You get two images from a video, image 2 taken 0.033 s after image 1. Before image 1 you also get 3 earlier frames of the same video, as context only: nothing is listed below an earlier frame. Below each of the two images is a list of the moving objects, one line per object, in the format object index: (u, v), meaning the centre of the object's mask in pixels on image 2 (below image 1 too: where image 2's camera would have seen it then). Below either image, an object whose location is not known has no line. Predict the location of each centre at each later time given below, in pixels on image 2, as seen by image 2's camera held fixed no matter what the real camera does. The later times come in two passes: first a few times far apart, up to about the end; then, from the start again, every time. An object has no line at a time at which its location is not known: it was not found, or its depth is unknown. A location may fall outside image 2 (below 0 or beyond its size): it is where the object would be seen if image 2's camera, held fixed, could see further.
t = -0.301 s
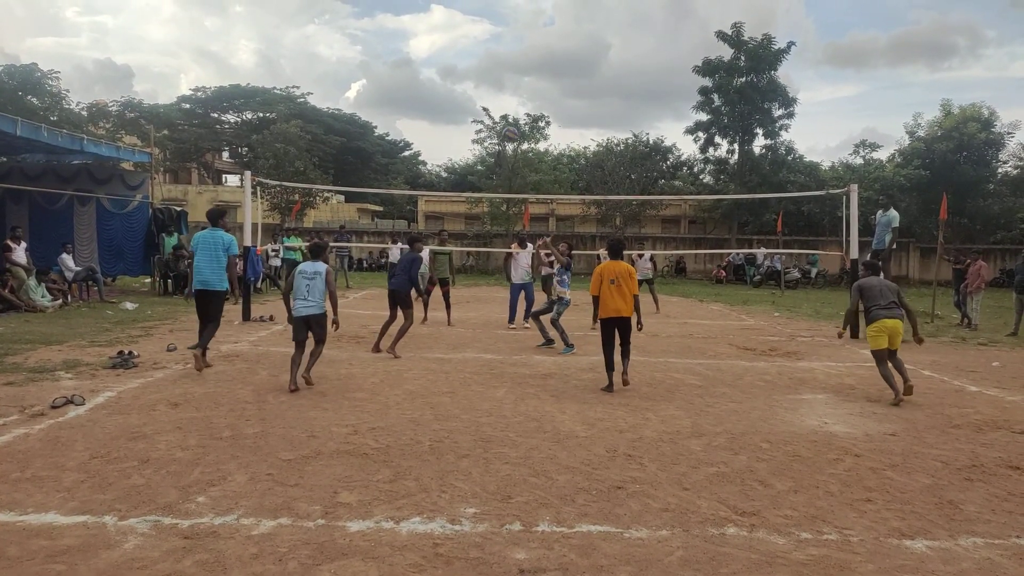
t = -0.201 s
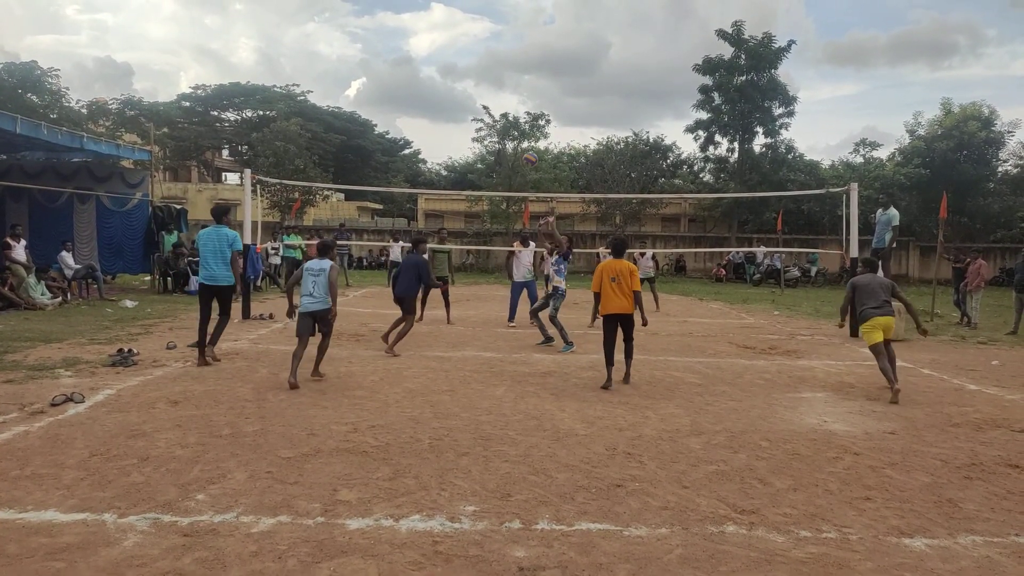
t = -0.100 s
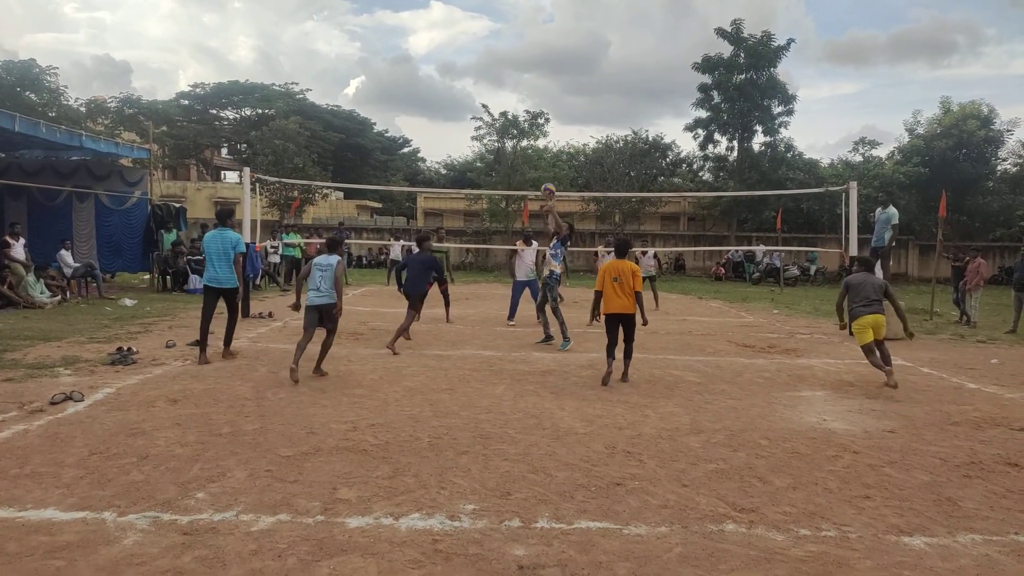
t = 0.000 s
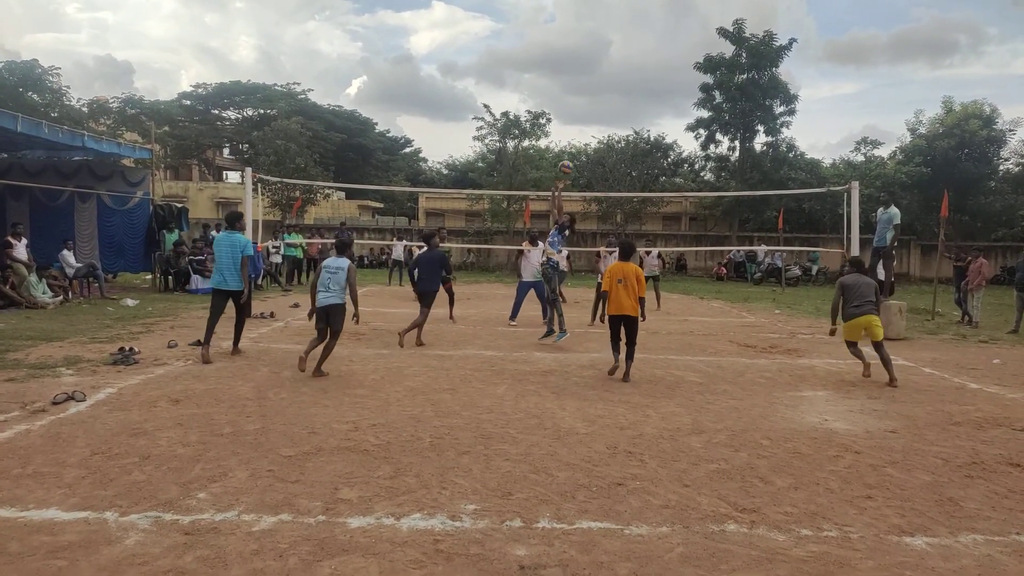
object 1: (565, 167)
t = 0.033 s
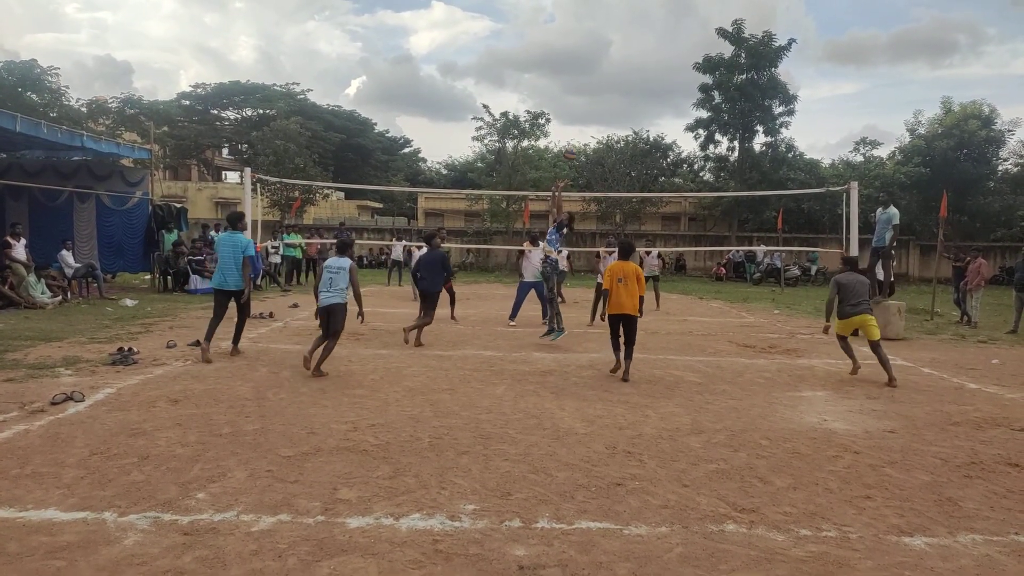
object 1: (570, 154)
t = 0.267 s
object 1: (605, 76)
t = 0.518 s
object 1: (639, 38)
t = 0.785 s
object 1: (671, 44)
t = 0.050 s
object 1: (573, 146)
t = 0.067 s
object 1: (575, 140)
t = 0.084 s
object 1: (578, 134)
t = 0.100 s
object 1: (580, 128)
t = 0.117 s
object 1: (583, 122)
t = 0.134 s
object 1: (585, 116)
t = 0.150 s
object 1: (588, 110)
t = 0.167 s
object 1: (590, 105)
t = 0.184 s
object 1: (593, 99)
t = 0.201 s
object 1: (595, 95)
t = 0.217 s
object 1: (598, 90)
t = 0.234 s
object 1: (600, 85)
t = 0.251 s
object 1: (602, 81)
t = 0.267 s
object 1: (605, 76)
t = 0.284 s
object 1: (607, 72)
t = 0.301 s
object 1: (609, 69)
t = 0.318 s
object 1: (612, 65)
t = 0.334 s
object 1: (614, 62)
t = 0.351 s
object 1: (616, 58)
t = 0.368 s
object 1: (618, 55)
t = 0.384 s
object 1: (621, 53)
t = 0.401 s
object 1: (623, 50)
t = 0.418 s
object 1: (625, 48)
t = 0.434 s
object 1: (627, 46)
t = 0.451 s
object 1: (630, 44)
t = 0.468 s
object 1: (632, 42)
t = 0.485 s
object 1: (634, 40)
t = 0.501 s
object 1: (636, 39)
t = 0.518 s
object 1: (639, 38)
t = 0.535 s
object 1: (641, 37)
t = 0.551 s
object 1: (643, 36)
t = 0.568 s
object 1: (645, 35)
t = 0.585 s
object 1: (647, 35)
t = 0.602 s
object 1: (649, 35)
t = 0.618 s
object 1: (651, 35)
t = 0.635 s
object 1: (653, 35)
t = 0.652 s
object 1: (655, 35)
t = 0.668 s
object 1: (657, 36)
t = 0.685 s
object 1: (659, 36)
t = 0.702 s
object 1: (661, 37)
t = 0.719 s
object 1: (663, 38)
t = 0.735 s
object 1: (665, 40)
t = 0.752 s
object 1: (667, 41)
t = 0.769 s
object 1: (669, 43)
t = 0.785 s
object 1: (671, 44)
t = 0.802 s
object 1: (673, 46)
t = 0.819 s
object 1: (675, 49)
